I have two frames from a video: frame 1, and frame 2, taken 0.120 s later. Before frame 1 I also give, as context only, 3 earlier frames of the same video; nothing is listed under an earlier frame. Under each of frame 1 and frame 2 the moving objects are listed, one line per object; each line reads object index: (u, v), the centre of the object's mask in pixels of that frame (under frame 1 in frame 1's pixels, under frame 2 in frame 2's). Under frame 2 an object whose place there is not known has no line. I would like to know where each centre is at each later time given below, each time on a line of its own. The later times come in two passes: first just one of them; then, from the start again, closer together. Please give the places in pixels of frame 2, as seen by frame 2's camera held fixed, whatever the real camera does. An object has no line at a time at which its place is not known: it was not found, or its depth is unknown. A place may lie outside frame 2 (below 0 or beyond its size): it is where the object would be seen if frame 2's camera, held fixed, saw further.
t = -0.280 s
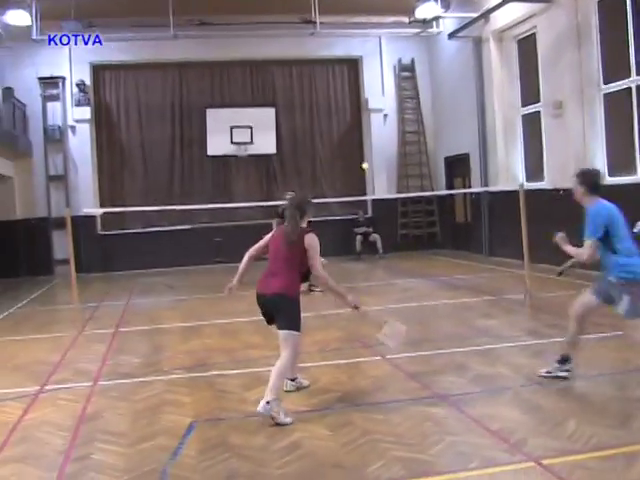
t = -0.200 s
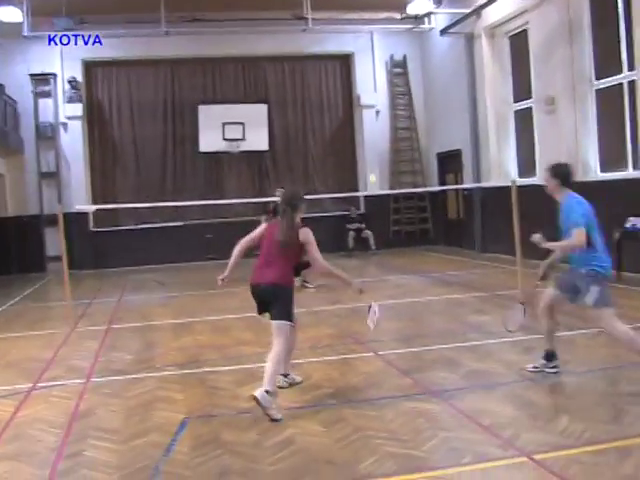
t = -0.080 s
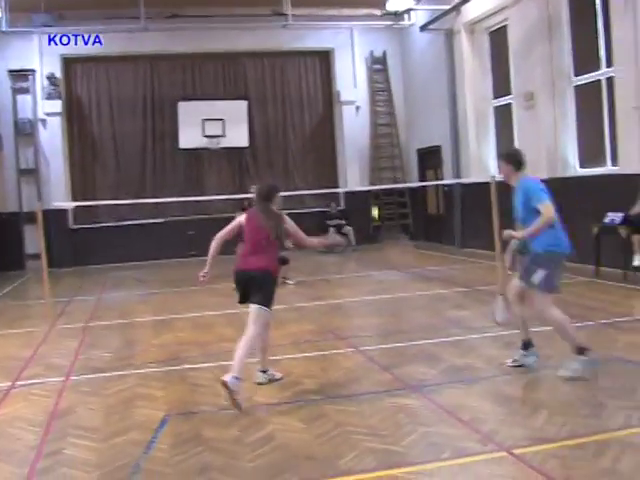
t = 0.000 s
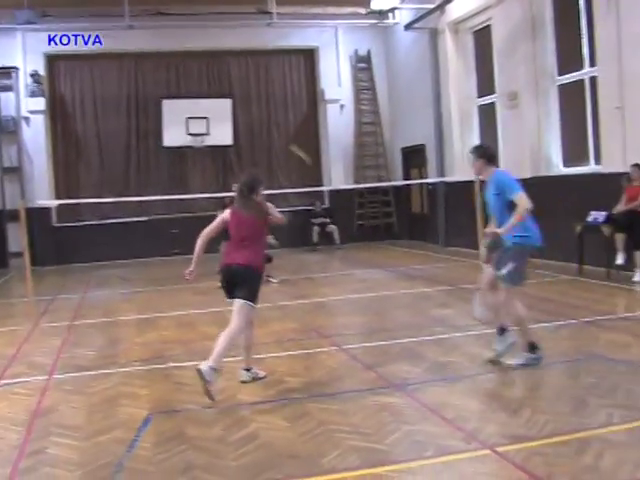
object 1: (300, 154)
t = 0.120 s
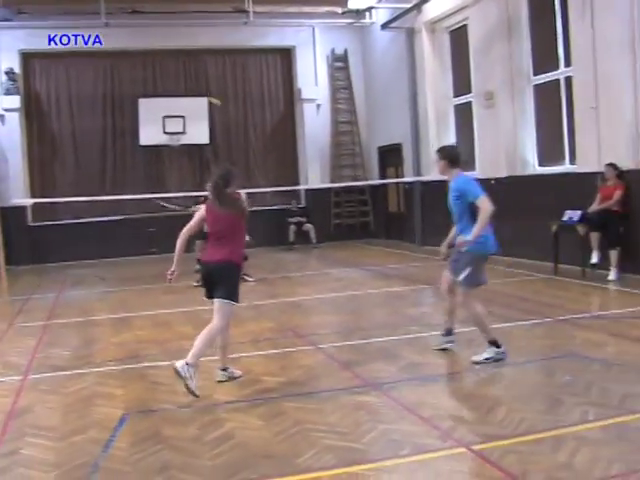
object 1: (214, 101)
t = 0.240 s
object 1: (185, 83)
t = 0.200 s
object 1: (192, 86)
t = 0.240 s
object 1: (185, 83)
